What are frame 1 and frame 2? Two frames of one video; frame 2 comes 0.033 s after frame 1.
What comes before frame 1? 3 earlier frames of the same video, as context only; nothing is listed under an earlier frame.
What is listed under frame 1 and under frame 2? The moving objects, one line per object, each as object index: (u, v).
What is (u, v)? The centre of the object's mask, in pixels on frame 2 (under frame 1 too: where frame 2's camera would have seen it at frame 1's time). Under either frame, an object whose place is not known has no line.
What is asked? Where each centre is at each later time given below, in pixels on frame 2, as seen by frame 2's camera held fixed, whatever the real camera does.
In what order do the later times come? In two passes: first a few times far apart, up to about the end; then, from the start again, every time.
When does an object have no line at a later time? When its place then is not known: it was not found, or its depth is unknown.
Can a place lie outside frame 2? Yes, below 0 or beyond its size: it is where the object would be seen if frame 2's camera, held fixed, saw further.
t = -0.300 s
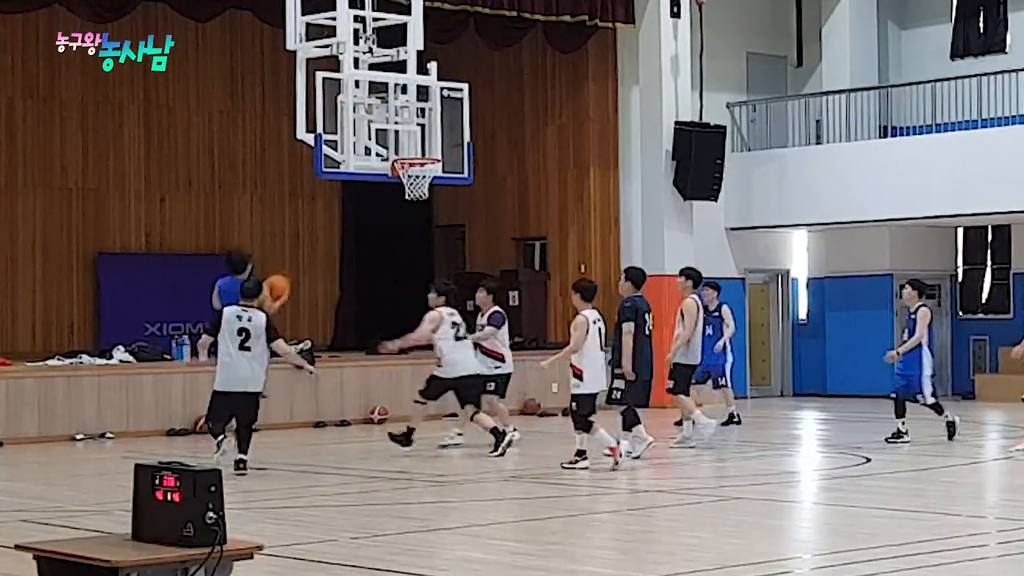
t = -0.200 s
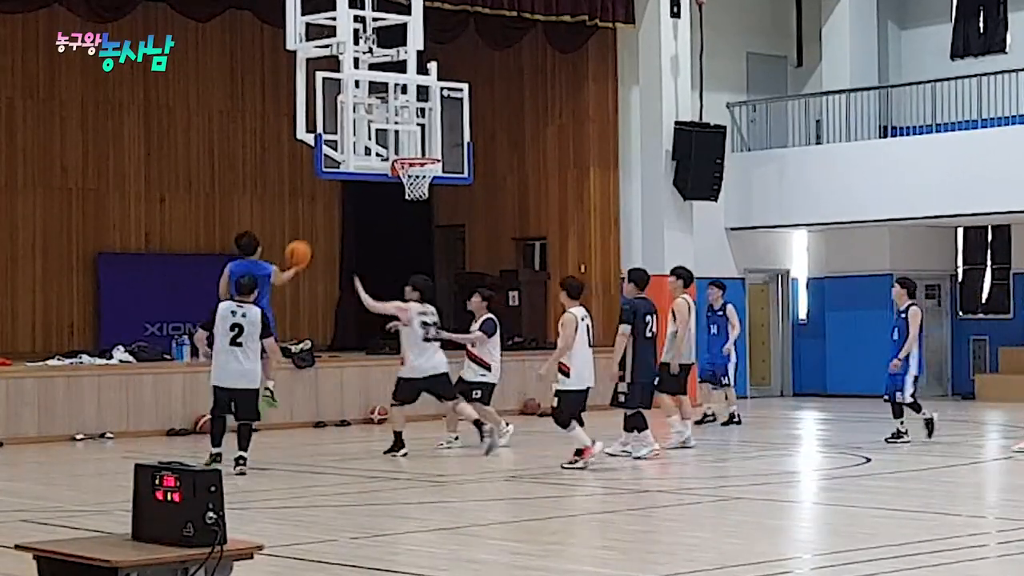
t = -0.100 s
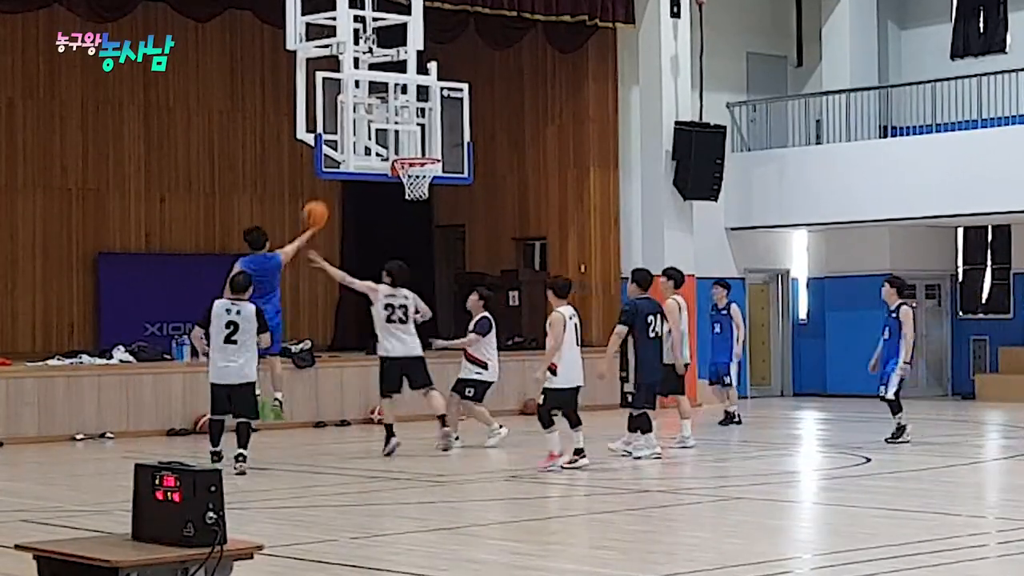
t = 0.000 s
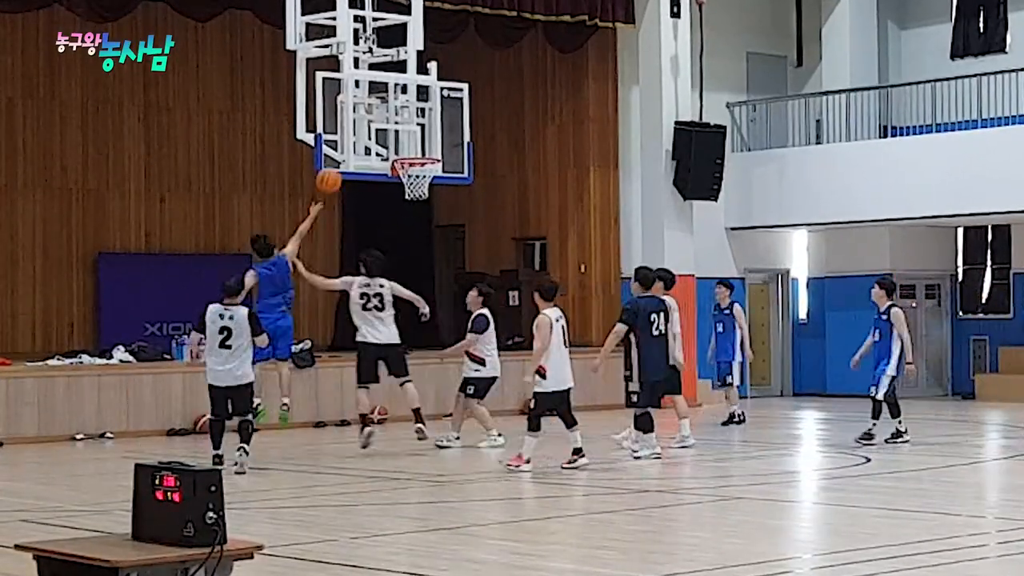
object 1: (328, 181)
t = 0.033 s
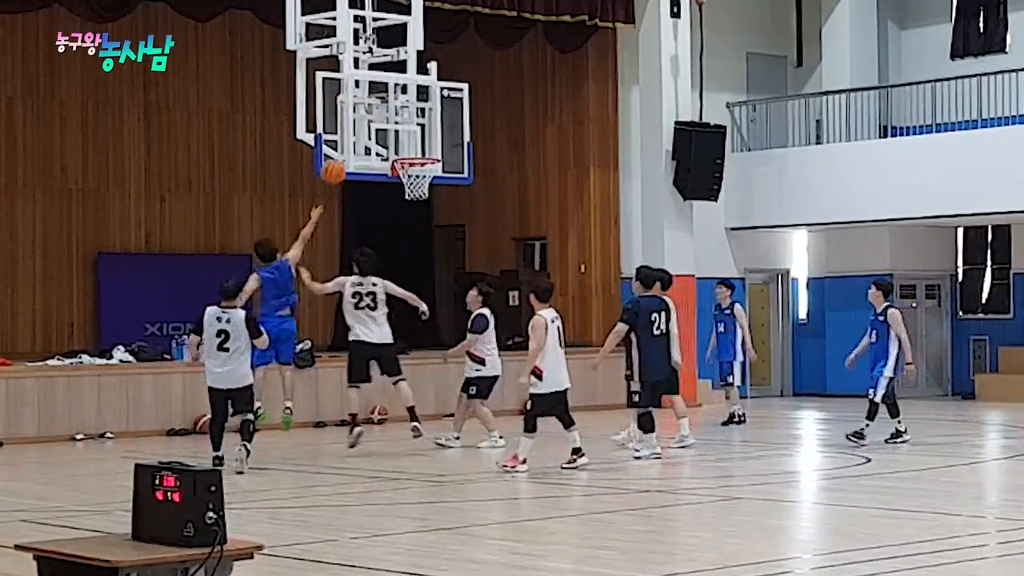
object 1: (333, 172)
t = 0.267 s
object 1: (365, 140)
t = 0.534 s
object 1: (400, 144)
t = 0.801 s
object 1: (425, 156)
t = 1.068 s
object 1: (414, 178)
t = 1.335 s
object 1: (394, 241)
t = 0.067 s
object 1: (338, 163)
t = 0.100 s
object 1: (343, 156)
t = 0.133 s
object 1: (347, 151)
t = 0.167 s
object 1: (352, 146)
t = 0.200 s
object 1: (356, 143)
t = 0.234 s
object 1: (360, 141)
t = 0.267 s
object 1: (365, 140)
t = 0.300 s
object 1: (370, 139)
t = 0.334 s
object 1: (373, 140)
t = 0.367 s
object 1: (377, 142)
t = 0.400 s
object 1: (383, 143)
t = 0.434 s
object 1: (388, 146)
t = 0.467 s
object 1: (393, 149)
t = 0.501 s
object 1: (396, 146)
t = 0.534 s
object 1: (400, 144)
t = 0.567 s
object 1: (404, 143)
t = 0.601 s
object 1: (407, 143)
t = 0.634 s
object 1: (411, 144)
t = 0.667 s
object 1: (414, 145)
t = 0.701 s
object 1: (418, 147)
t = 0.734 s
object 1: (421, 150)
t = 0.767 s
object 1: (424, 154)
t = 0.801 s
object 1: (425, 156)
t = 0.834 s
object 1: (424, 157)
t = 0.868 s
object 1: (424, 159)
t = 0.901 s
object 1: (422, 162)
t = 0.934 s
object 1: (421, 164)
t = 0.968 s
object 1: (418, 170)
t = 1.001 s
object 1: (417, 171)
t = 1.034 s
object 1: (416, 173)
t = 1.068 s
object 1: (414, 178)
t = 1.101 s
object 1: (410, 187)
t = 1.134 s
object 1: (405, 196)
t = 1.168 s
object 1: (403, 199)
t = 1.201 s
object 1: (402, 204)
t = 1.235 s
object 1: (400, 212)
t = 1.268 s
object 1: (398, 221)
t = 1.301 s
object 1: (396, 231)
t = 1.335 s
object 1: (394, 241)
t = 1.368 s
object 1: (392, 253)
